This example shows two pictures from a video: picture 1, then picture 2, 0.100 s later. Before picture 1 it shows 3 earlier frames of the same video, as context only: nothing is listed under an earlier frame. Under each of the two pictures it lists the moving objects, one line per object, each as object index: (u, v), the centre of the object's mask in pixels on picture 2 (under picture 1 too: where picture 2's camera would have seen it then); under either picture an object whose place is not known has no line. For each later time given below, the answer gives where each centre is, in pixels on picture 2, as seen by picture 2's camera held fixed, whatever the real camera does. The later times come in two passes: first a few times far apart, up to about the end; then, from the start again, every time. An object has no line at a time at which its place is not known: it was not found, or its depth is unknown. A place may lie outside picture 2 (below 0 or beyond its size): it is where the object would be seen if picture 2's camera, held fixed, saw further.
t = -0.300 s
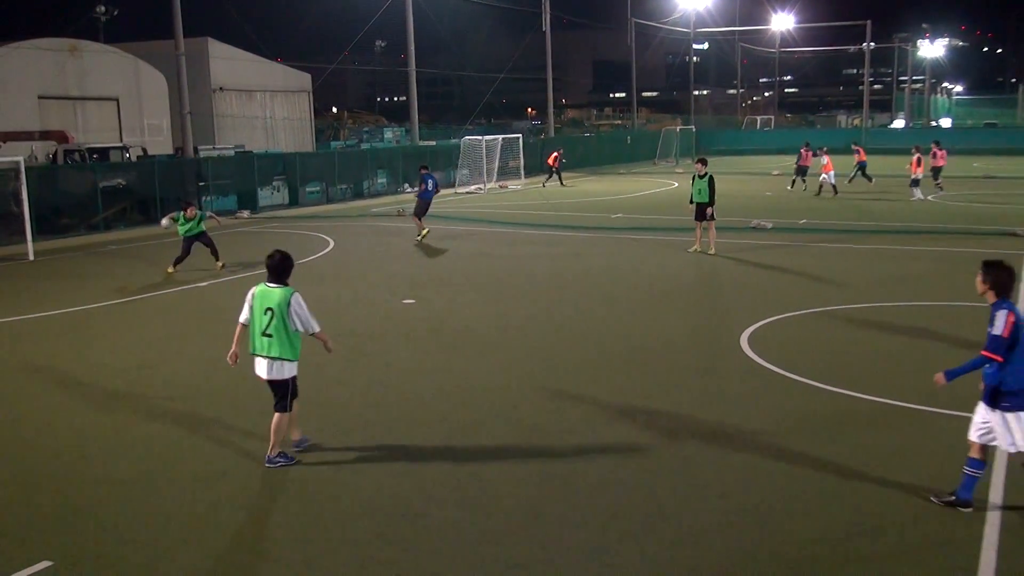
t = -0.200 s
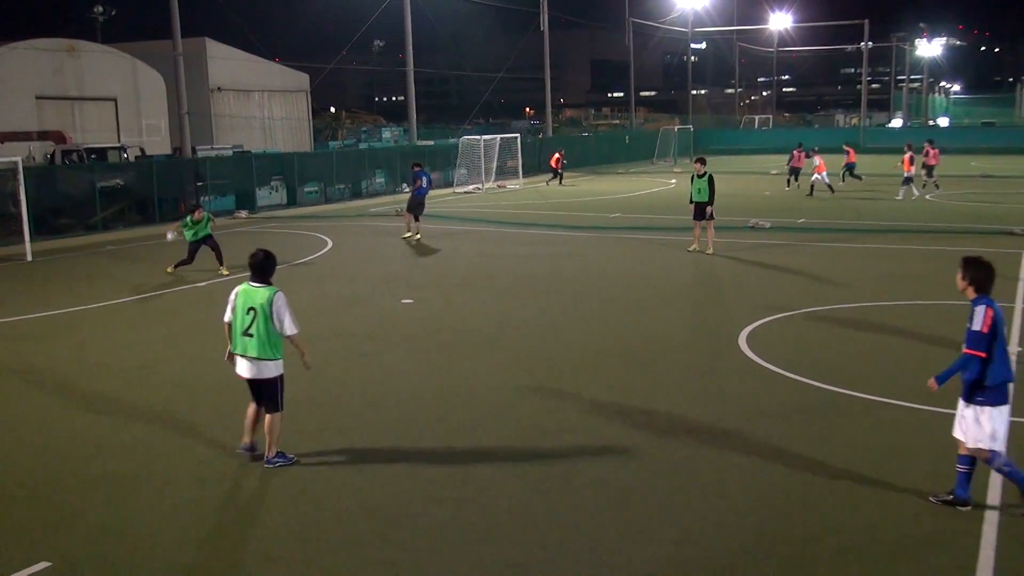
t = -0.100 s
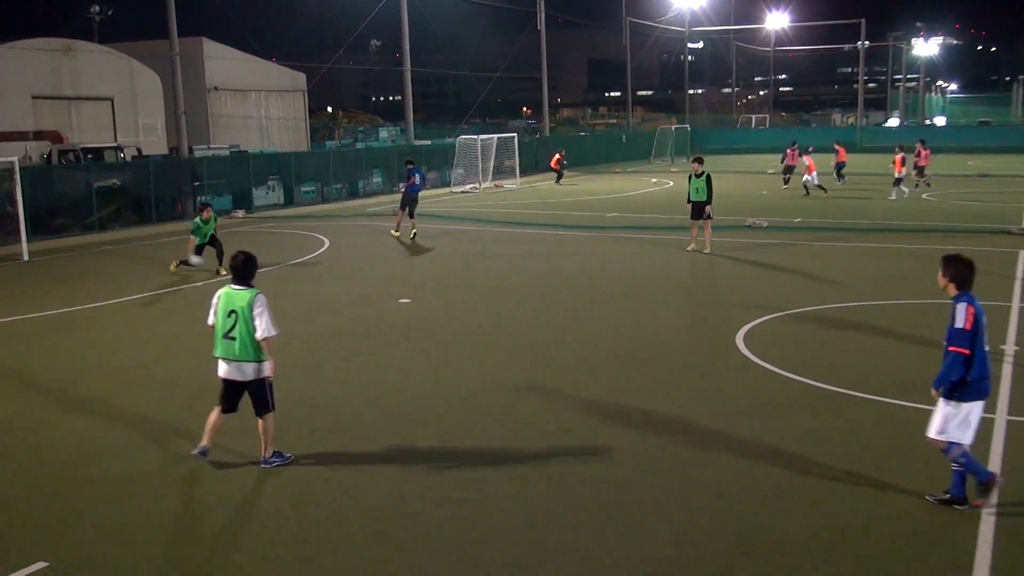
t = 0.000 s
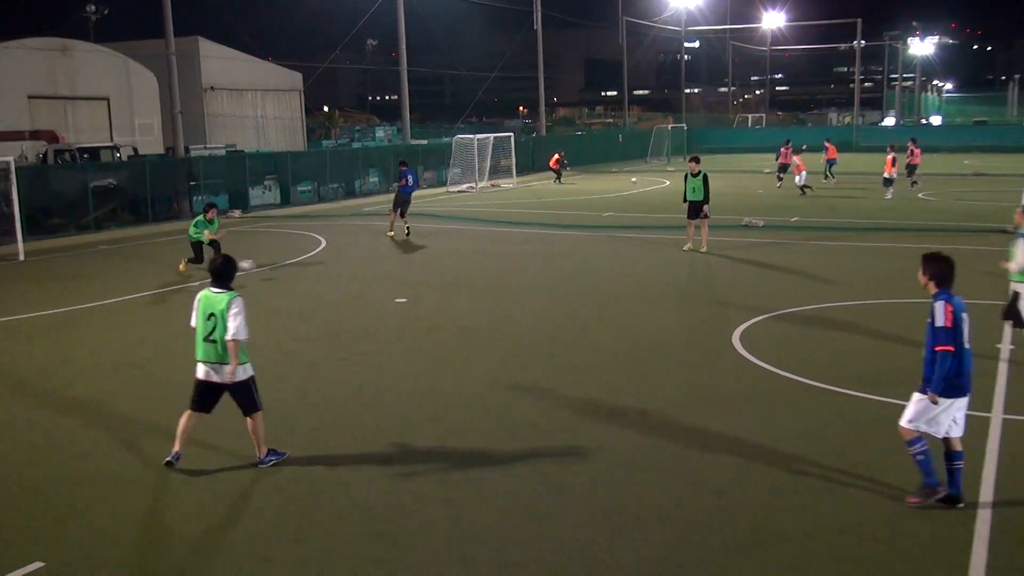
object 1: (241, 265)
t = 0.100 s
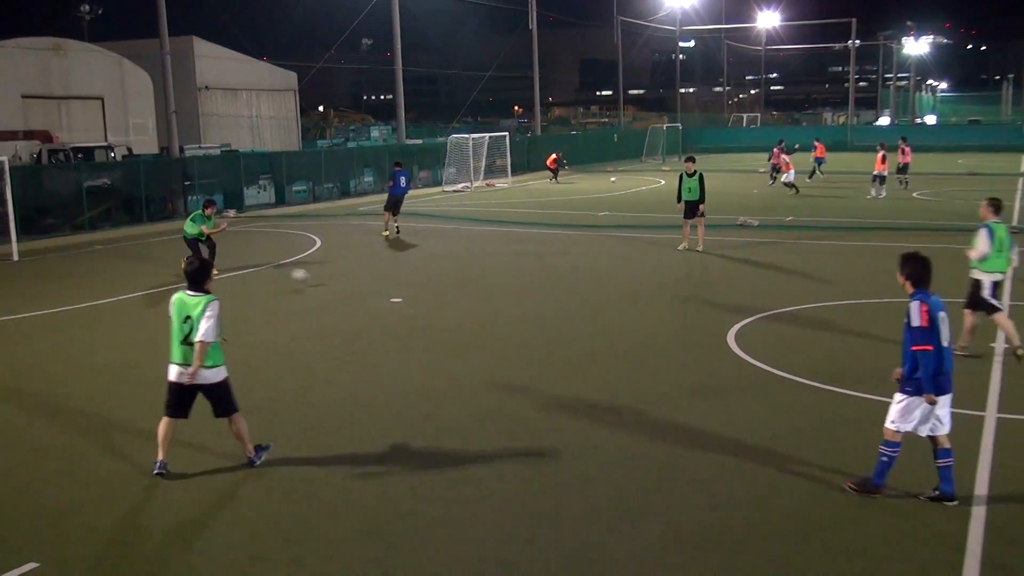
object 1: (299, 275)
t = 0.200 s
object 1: (356, 283)
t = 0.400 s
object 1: (471, 297)
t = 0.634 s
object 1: (594, 307)
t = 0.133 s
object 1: (320, 280)
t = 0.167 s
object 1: (339, 283)
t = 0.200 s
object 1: (356, 283)
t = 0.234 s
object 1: (375, 282)
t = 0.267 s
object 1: (394, 284)
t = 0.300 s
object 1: (413, 286)
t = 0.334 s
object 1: (432, 289)
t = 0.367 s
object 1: (452, 293)
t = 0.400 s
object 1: (471, 297)
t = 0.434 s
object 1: (488, 297)
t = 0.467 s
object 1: (505, 297)
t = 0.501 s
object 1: (523, 297)
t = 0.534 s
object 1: (540, 300)
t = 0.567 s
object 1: (558, 302)
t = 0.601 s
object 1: (577, 306)
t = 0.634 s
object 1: (594, 307)
